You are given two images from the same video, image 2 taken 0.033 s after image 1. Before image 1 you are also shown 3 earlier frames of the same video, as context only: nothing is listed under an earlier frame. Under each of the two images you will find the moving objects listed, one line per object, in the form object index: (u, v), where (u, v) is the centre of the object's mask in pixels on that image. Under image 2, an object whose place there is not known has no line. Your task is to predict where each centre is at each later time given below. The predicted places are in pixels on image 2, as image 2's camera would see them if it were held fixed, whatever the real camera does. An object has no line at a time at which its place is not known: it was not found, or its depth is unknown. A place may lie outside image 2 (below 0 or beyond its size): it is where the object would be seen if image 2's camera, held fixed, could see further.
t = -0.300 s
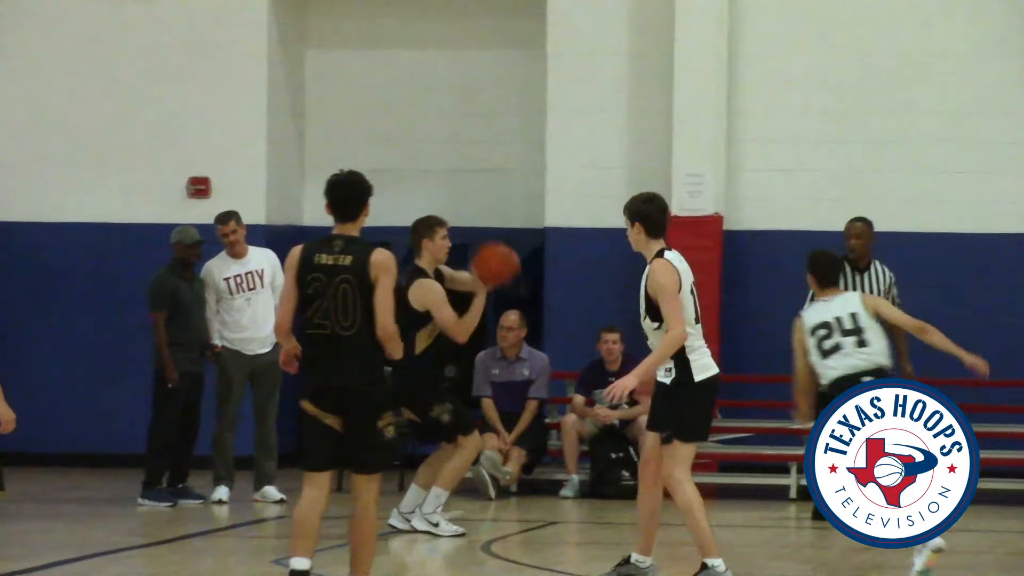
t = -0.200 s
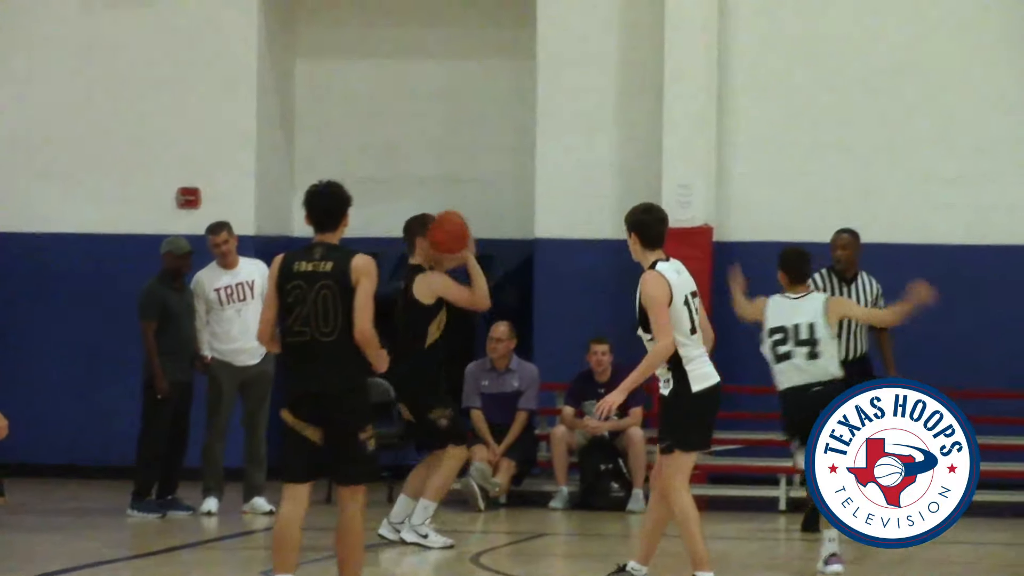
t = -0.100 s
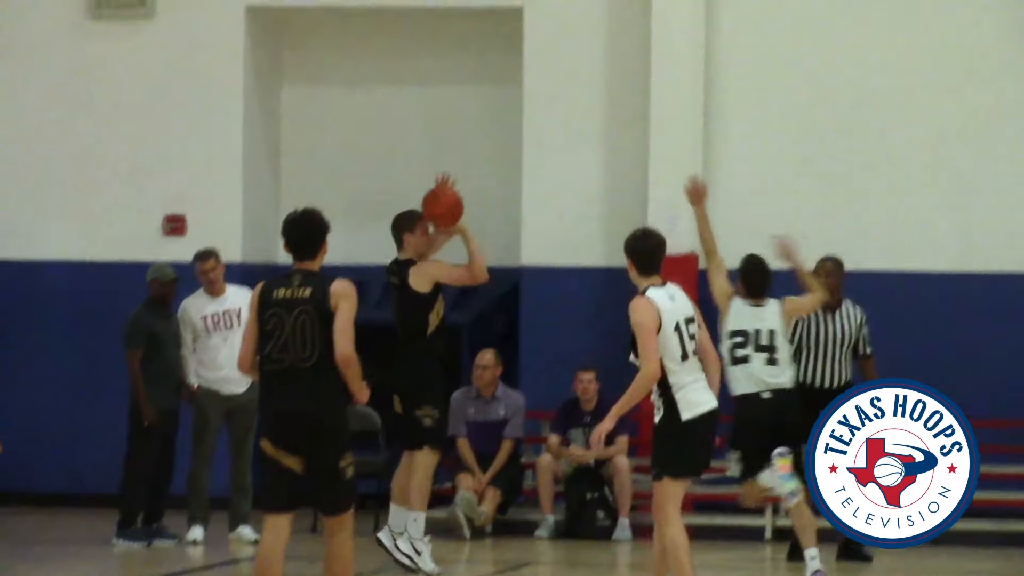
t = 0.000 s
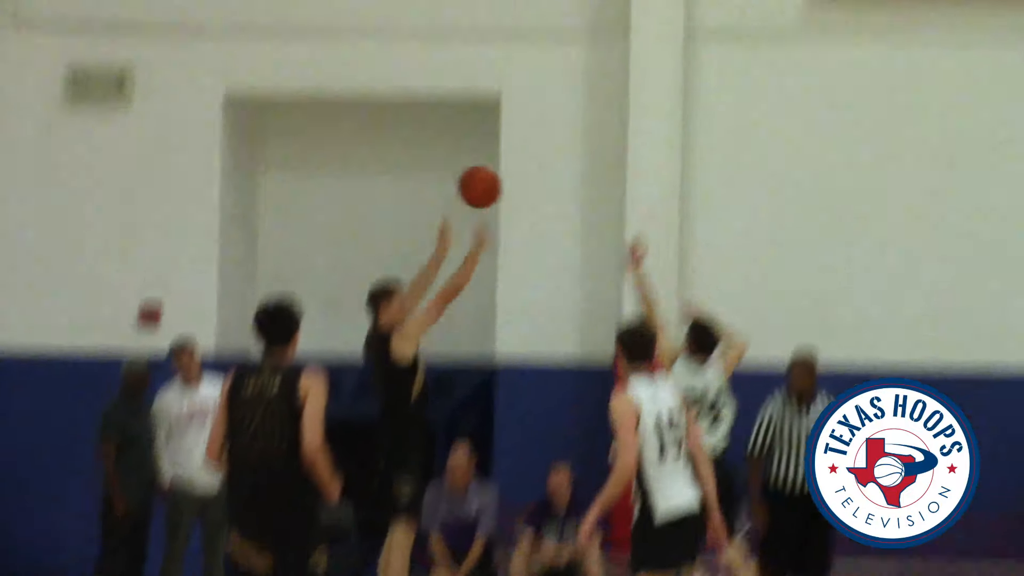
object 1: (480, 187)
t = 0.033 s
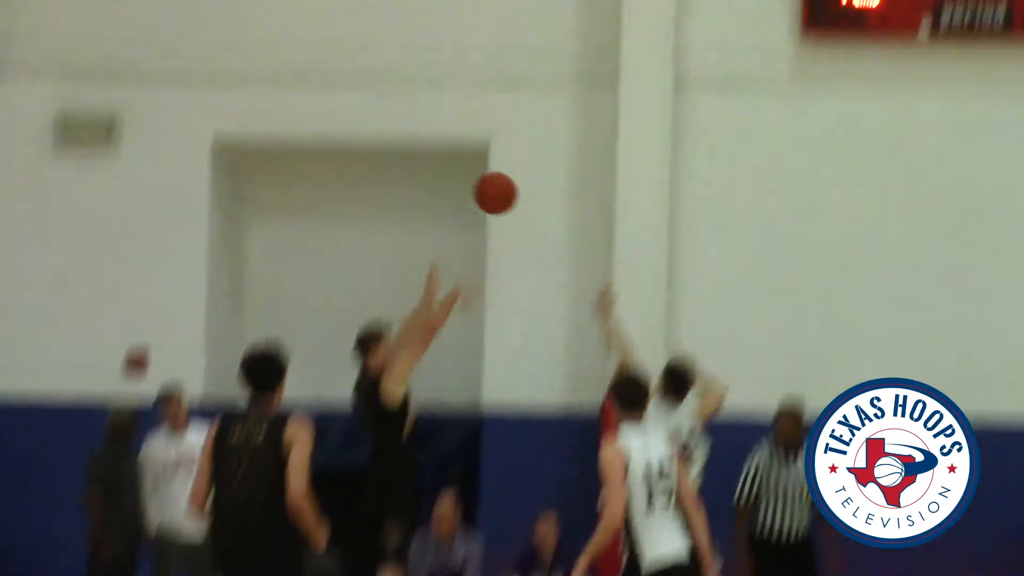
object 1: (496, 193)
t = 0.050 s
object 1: (510, 174)
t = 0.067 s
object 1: (525, 155)
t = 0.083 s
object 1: (539, 136)
